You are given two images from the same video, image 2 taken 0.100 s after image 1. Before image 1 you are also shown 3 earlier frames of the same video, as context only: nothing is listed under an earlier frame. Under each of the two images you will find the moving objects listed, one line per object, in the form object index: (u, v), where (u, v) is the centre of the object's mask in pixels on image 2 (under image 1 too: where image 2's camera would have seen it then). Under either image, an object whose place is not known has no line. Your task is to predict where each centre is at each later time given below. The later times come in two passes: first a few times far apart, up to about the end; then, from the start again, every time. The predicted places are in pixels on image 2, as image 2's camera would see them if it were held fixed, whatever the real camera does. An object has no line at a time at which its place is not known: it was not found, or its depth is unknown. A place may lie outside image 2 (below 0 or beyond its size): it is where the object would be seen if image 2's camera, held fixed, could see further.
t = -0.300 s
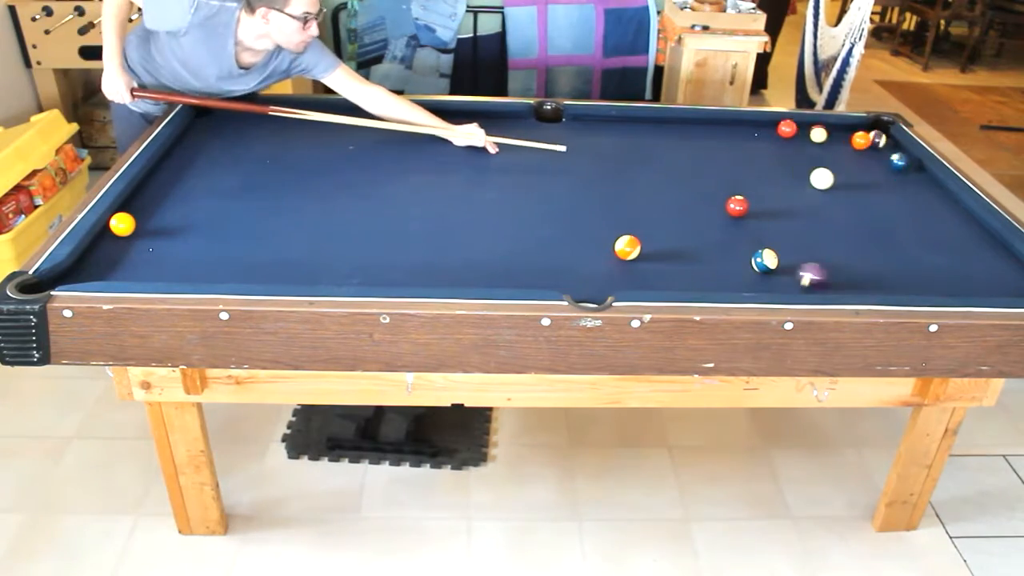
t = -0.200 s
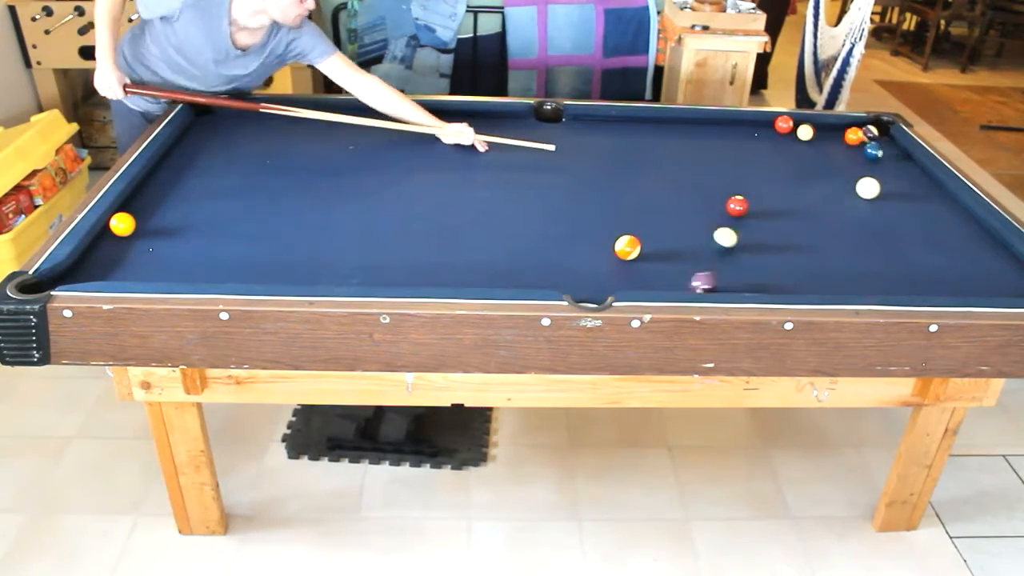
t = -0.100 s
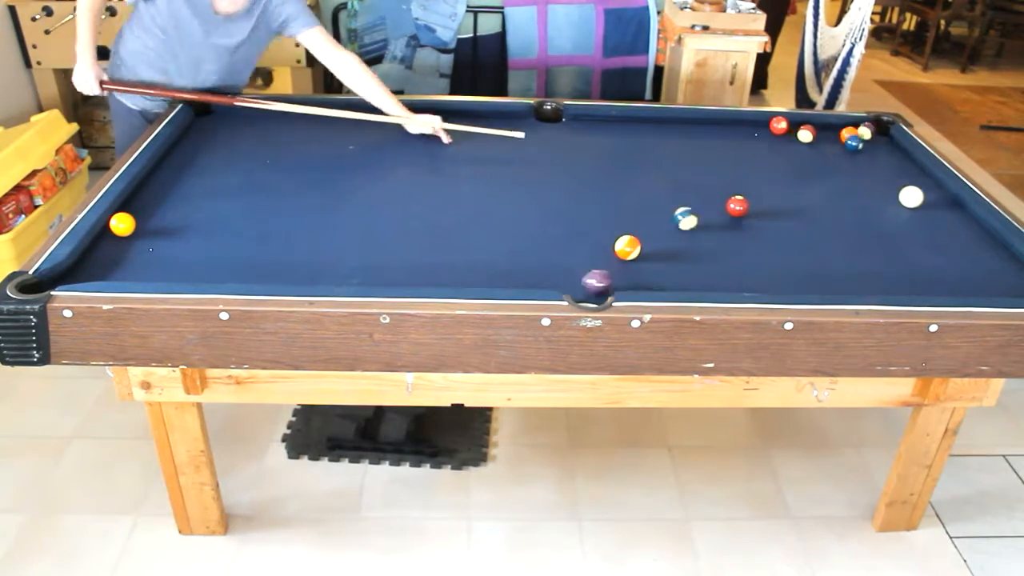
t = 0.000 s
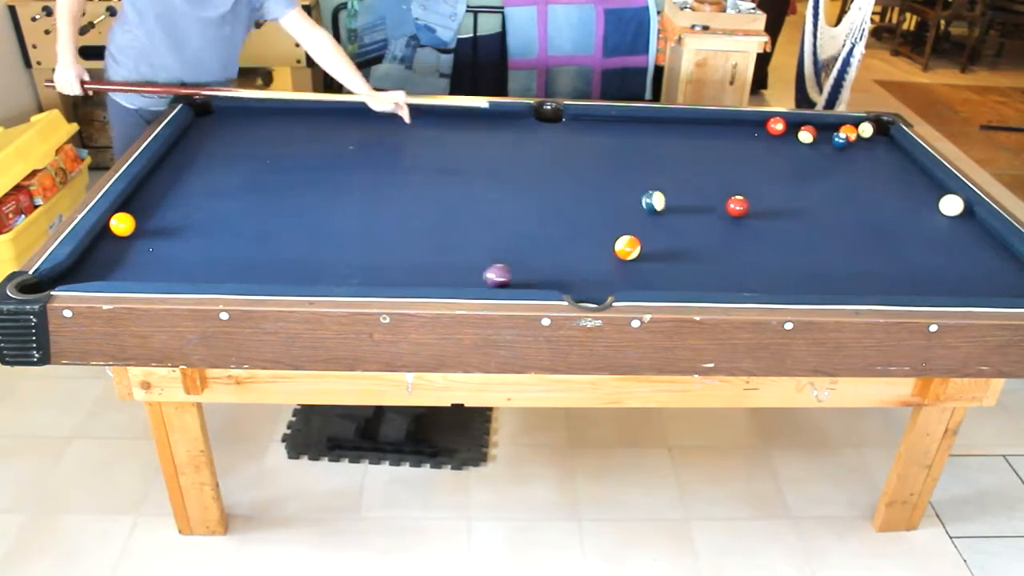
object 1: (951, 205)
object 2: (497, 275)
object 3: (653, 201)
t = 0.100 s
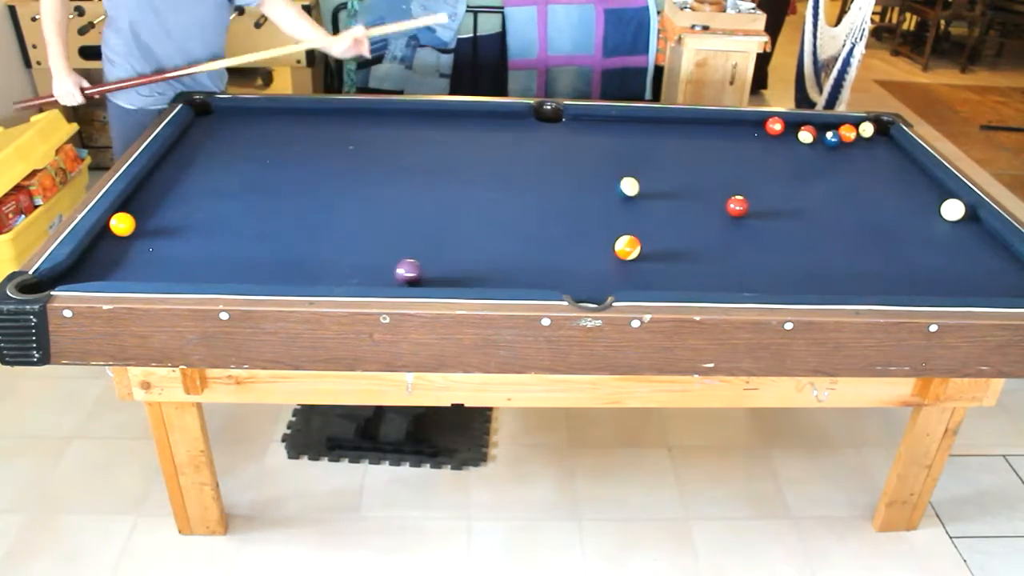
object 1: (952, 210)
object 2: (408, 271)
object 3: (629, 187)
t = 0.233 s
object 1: (942, 213)
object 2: (302, 267)
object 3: (603, 173)
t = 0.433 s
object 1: (939, 213)
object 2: (174, 262)
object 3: (582, 159)
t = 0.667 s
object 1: (939, 213)
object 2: (101, 256)
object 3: (586, 150)
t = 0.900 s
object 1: (939, 213)
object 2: (129, 254)
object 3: (587, 149)
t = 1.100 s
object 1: (939, 213)
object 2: (127, 255)
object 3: (587, 149)
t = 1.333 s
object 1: (939, 213)
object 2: (127, 255)
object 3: (587, 149)
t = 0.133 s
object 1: (949, 211)
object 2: (380, 270)
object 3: (620, 183)
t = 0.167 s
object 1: (947, 212)
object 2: (353, 270)
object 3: (614, 180)
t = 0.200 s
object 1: (945, 212)
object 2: (326, 268)
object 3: (608, 176)
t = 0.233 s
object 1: (942, 213)
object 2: (302, 267)
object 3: (603, 173)
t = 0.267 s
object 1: (941, 213)
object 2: (278, 266)
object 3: (598, 171)
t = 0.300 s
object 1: (940, 213)
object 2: (254, 265)
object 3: (593, 168)
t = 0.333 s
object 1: (939, 213)
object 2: (234, 264)
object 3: (591, 166)
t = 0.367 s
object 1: (939, 213)
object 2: (212, 263)
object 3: (587, 162)
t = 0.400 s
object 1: (939, 213)
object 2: (193, 263)
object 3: (584, 160)
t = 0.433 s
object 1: (939, 213)
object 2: (174, 262)
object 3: (582, 159)
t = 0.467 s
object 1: (939, 213)
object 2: (157, 261)
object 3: (581, 158)
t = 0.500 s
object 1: (939, 213)
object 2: (140, 260)
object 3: (582, 156)
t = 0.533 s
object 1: (939, 213)
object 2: (125, 259)
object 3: (582, 155)
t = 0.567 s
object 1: (939, 213)
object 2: (109, 258)
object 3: (583, 154)
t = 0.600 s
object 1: (939, 213)
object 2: (95, 257)
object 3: (583, 153)
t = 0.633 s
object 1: (939, 213)
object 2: (94, 256)
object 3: (585, 151)
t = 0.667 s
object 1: (939, 213)
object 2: (101, 256)
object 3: (586, 150)
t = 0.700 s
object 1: (939, 213)
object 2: (107, 256)
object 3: (586, 151)
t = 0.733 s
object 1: (939, 213)
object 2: (113, 255)
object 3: (586, 150)
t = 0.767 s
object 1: (939, 213)
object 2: (118, 255)
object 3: (586, 149)
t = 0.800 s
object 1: (939, 213)
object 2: (121, 255)
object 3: (586, 149)
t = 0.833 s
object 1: (939, 213)
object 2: (125, 255)
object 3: (587, 149)
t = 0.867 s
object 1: (939, 213)
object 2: (127, 255)
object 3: (588, 149)
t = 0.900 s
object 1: (939, 213)
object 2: (129, 254)
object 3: (587, 149)
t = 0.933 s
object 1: (939, 213)
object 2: (129, 254)
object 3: (587, 149)
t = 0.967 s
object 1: (939, 213)
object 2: (128, 254)
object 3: (587, 149)
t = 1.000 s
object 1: (939, 213)
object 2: (127, 255)
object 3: (587, 149)
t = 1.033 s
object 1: (939, 213)
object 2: (127, 255)
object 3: (587, 149)
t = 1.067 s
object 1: (939, 213)
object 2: (127, 255)
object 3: (587, 149)
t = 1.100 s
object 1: (939, 213)
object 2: (127, 255)
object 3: (587, 149)
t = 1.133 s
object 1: (939, 213)
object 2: (127, 255)
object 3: (587, 149)
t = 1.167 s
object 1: (939, 213)
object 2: (127, 255)
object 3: (587, 149)
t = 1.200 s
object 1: (939, 213)
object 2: (127, 255)
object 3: (587, 149)
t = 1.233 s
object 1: (939, 213)
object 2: (127, 255)
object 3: (587, 149)
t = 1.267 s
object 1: (939, 213)
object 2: (127, 255)
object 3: (587, 149)
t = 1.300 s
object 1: (939, 213)
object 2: (127, 255)
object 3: (587, 149)
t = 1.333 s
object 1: (939, 213)
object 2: (127, 255)
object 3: (587, 149)
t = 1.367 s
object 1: (939, 213)
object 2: (127, 255)
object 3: (587, 149)
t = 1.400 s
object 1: (939, 213)
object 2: (127, 255)
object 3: (587, 149)
